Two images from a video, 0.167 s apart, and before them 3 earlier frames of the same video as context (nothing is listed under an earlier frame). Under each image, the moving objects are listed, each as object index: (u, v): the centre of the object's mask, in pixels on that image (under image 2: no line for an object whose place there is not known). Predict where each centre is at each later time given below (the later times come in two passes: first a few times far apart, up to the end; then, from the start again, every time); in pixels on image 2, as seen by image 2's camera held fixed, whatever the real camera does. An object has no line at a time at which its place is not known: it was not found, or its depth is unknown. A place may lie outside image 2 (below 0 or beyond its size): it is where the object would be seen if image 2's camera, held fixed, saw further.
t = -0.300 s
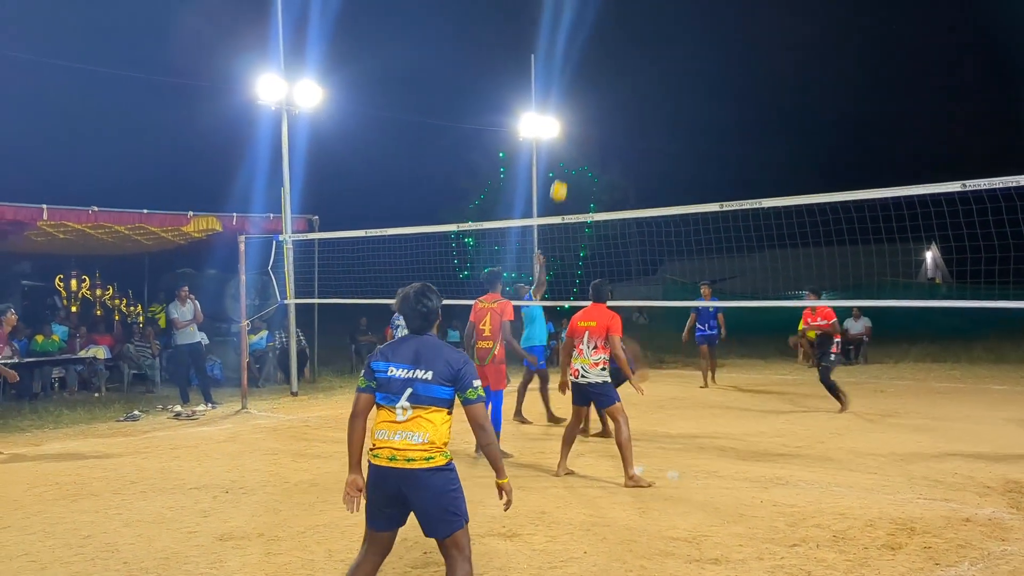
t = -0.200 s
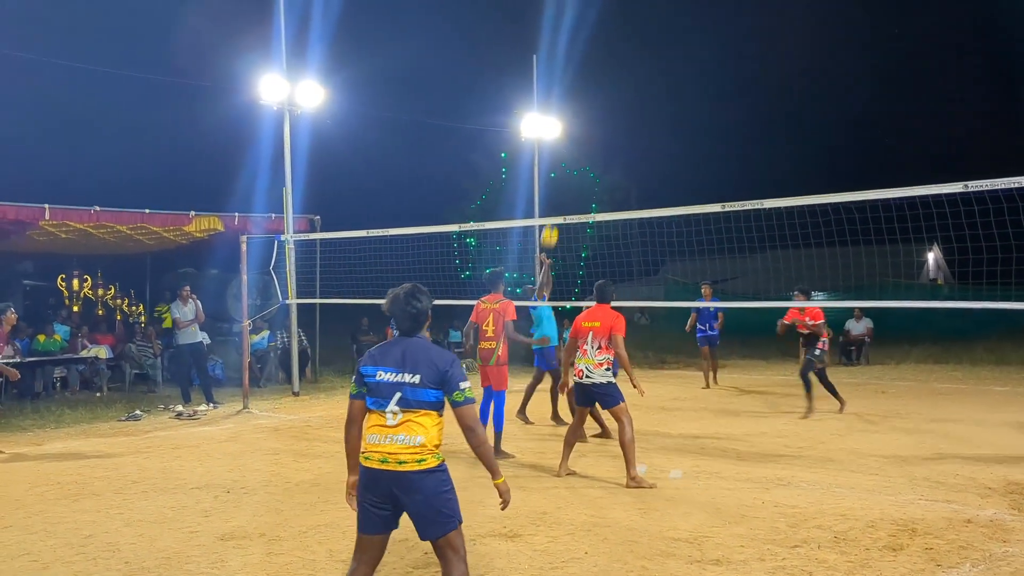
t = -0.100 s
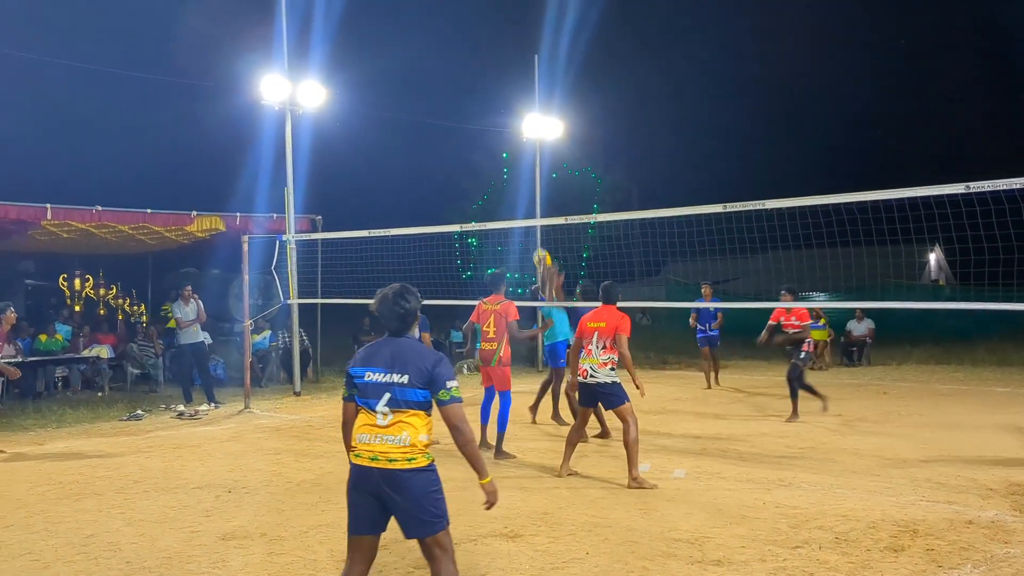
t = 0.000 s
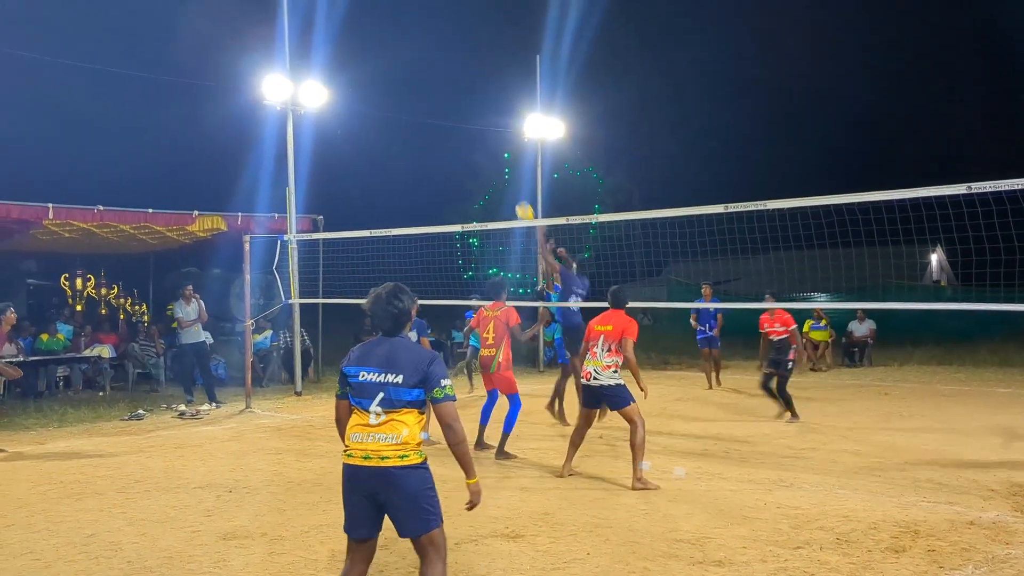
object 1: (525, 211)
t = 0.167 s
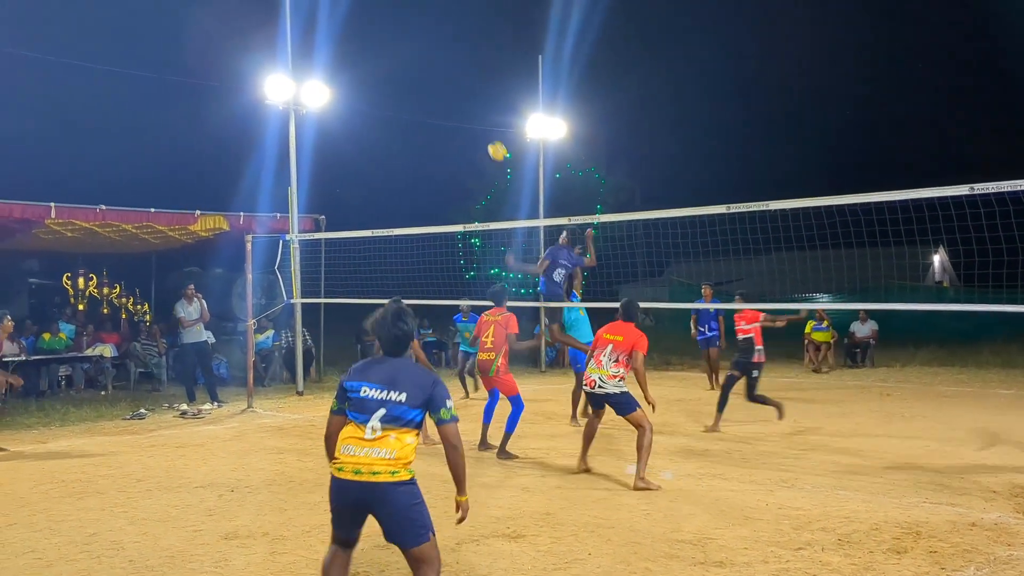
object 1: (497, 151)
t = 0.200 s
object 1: (491, 142)
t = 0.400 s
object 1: (459, 104)
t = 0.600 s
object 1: (429, 97)
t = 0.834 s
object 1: (396, 127)
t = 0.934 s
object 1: (382, 152)
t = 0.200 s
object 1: (491, 142)
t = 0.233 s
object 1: (486, 133)
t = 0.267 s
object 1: (480, 125)
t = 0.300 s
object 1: (475, 119)
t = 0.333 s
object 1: (469, 113)
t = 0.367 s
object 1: (464, 108)
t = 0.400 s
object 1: (459, 104)
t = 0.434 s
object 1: (454, 101)
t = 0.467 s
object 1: (449, 98)
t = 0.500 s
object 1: (444, 97)
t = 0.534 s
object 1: (439, 96)
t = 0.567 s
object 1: (434, 96)
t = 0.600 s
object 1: (429, 97)
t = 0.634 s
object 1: (424, 99)
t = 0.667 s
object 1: (420, 102)
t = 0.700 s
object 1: (415, 105)
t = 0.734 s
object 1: (410, 110)
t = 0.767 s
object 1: (406, 114)
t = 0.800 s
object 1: (401, 120)
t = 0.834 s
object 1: (396, 127)
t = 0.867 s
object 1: (392, 135)
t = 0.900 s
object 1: (387, 143)
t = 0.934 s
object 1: (382, 152)
